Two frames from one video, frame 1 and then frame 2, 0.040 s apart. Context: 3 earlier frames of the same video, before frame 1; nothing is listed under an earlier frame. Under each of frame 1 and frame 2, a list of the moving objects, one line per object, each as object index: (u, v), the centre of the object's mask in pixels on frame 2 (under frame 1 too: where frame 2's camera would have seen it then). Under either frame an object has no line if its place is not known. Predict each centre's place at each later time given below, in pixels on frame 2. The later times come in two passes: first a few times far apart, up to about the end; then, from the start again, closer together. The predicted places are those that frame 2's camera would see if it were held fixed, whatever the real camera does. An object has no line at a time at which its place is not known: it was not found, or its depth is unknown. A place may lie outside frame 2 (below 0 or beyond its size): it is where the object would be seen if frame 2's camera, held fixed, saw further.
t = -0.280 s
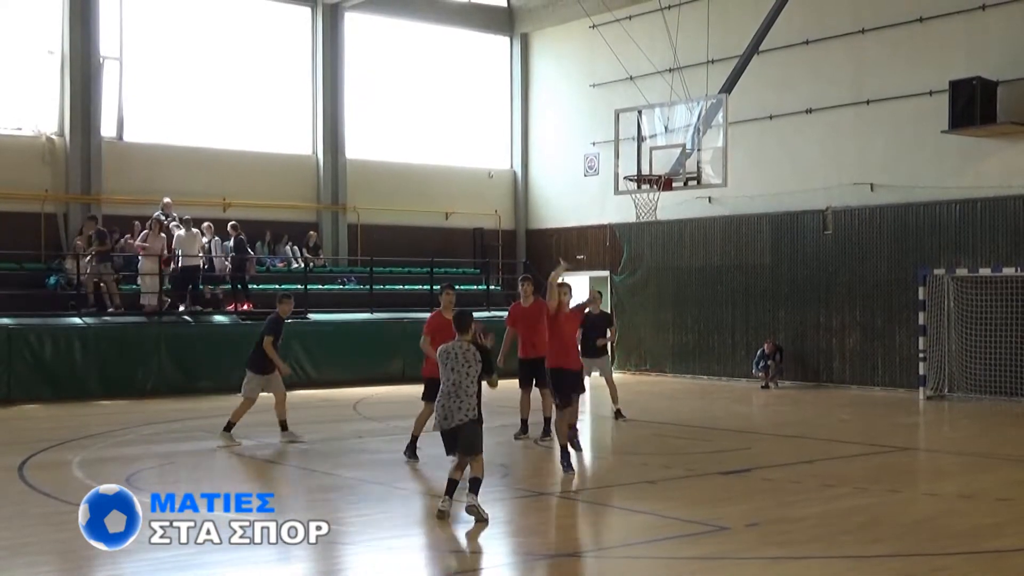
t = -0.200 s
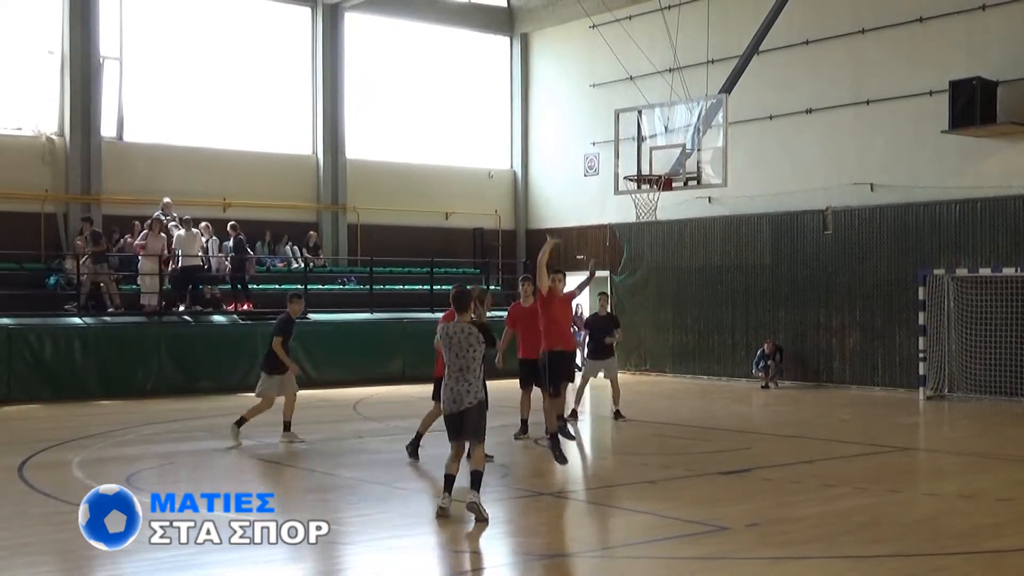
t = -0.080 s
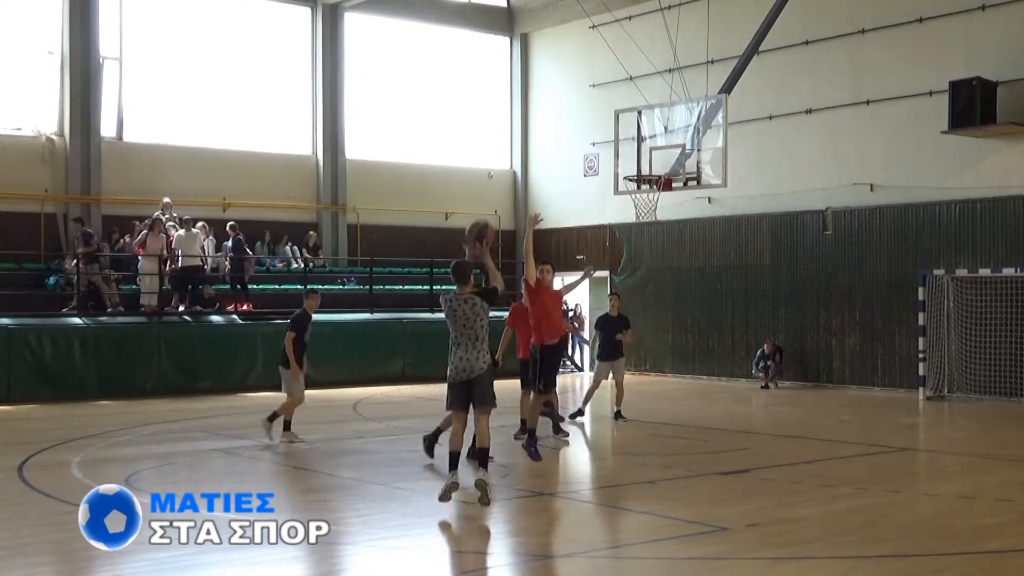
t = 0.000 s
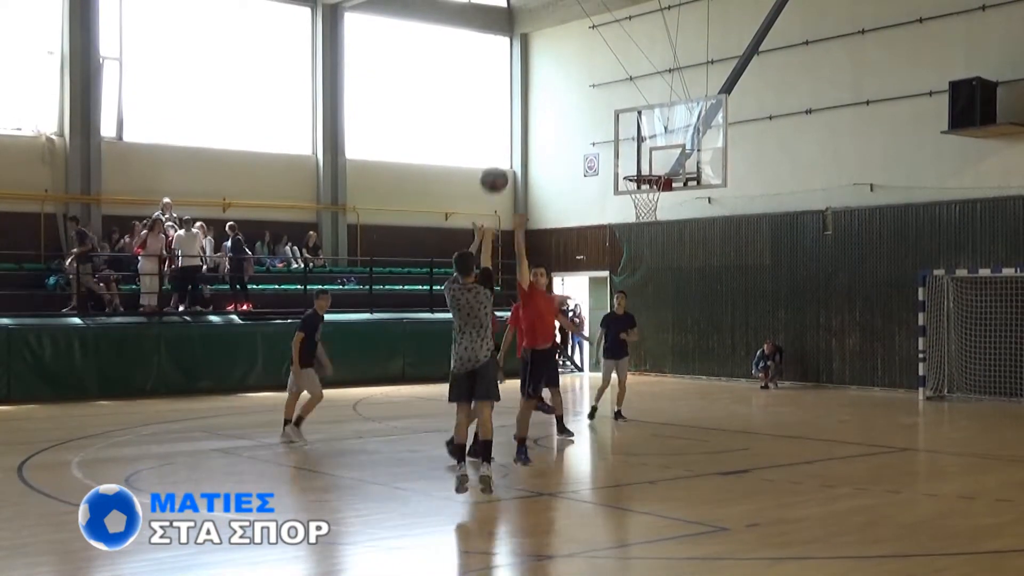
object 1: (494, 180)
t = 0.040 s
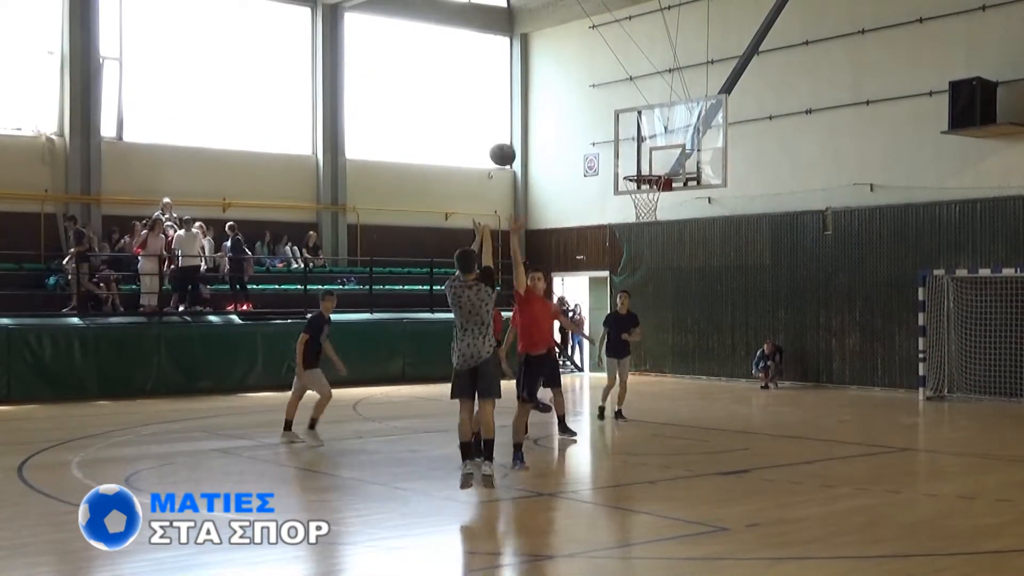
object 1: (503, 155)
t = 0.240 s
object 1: (538, 67)
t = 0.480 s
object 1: (575, 29)
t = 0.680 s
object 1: (602, 42)
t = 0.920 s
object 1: (630, 100)
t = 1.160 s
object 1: (644, 171)
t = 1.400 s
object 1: (617, 187)
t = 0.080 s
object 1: (510, 132)
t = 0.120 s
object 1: (518, 113)
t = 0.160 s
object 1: (524, 95)
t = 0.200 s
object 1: (531, 80)
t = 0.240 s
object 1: (538, 67)
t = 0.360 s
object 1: (557, 40)
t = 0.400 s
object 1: (563, 35)
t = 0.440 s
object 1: (569, 31)
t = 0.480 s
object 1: (575, 29)
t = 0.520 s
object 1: (581, 29)
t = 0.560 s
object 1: (586, 30)
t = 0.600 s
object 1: (591, 33)
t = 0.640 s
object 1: (597, 37)
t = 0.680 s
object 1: (602, 42)
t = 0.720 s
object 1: (607, 49)
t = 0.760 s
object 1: (611, 57)
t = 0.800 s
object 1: (617, 66)
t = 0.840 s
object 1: (621, 76)
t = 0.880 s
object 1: (626, 88)
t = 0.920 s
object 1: (630, 100)
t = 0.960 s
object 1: (634, 115)
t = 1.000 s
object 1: (638, 130)
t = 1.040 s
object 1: (643, 145)
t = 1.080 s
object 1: (647, 162)
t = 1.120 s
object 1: (648, 173)
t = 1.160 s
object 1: (644, 171)
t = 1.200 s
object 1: (639, 171)
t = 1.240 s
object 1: (634, 172)
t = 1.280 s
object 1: (631, 173)
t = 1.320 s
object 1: (626, 176)
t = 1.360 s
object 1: (622, 181)
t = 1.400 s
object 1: (617, 187)
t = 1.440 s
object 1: (613, 194)
